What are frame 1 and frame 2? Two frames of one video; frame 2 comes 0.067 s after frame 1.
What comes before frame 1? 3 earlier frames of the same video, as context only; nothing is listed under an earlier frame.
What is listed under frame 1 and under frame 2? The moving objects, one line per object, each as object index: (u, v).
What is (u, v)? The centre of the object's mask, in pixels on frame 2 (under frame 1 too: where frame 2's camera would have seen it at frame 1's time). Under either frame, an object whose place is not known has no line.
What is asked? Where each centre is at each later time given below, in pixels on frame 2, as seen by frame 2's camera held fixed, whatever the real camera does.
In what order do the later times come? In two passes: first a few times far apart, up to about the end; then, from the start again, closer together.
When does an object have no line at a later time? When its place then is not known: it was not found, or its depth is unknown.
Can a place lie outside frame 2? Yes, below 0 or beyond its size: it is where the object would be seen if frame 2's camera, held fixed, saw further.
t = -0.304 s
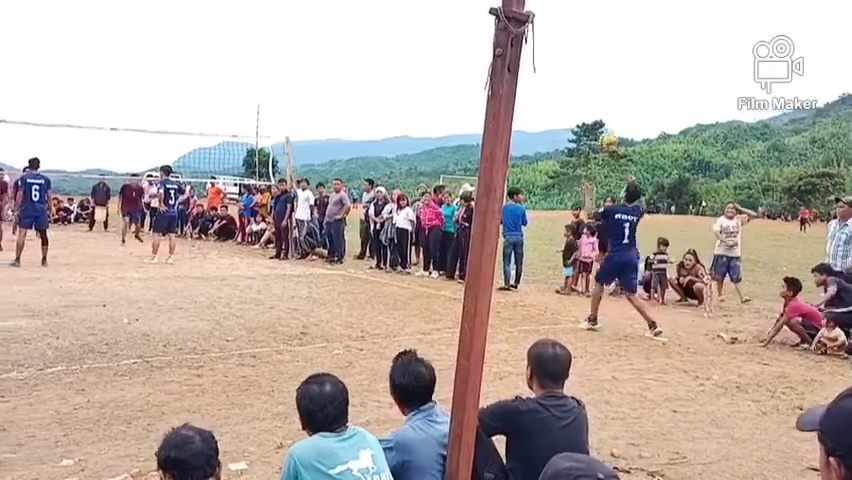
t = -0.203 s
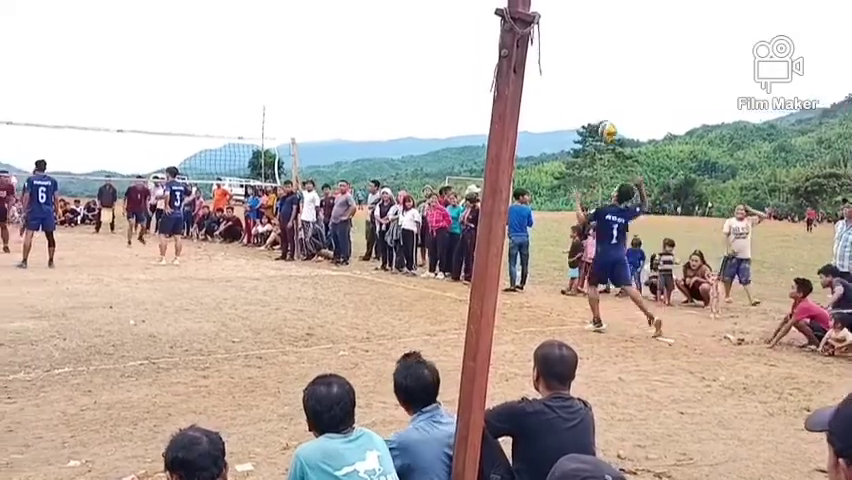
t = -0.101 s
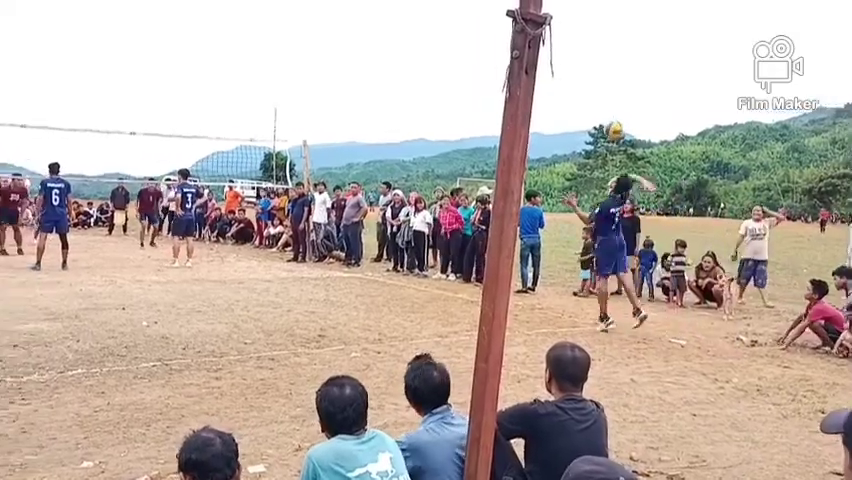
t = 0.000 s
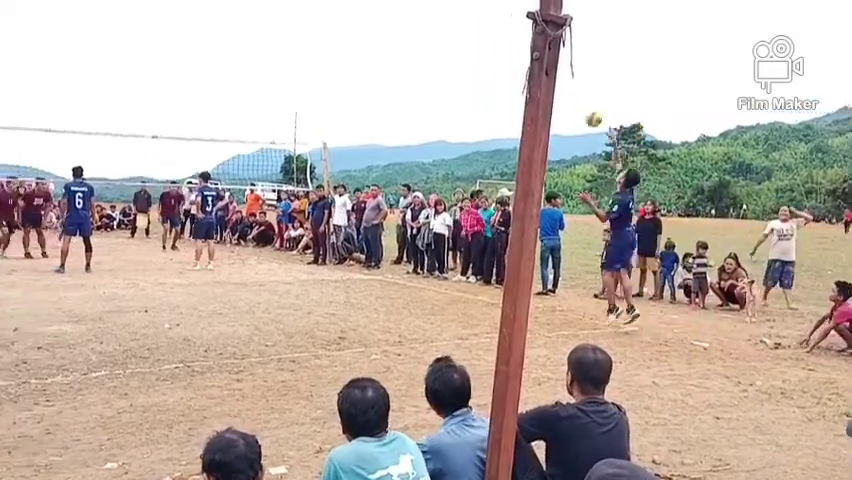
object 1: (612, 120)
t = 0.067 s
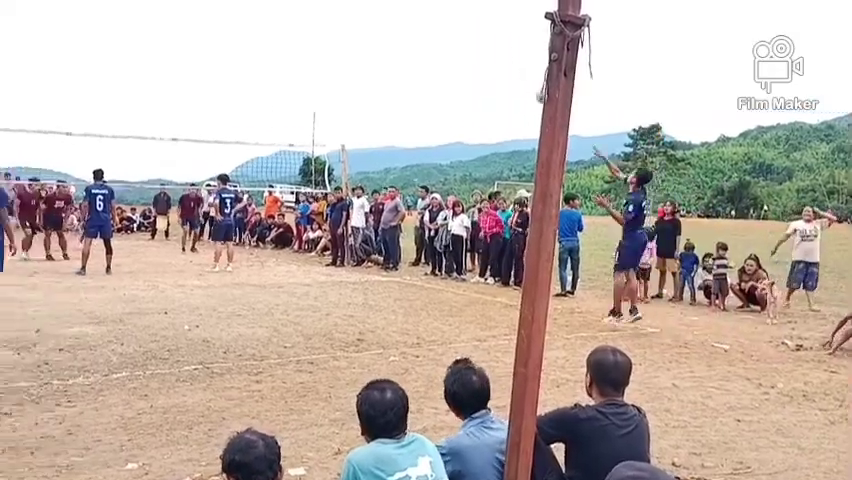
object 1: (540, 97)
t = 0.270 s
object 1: (378, 53)
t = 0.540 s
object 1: (220, 53)
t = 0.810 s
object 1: (105, 91)
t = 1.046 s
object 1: (31, 142)
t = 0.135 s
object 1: (482, 76)
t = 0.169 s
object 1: (454, 69)
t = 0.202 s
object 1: (427, 63)
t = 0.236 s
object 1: (402, 57)
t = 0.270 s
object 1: (378, 53)
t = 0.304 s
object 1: (355, 50)
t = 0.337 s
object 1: (334, 48)
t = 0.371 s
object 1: (313, 47)
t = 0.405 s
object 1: (293, 47)
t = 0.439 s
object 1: (274, 48)
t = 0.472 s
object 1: (255, 49)
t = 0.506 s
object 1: (237, 51)
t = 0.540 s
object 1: (220, 53)
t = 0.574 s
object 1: (203, 56)
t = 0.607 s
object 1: (188, 59)
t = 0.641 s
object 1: (173, 63)
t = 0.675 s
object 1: (158, 68)
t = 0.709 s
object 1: (144, 73)
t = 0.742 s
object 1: (131, 79)
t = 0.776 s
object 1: (117, 85)
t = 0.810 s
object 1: (105, 91)
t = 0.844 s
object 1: (93, 98)
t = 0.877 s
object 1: (81, 104)
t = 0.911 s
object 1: (71, 111)
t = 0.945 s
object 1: (60, 118)
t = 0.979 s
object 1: (50, 126)
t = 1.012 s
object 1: (40, 134)
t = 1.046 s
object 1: (31, 142)
